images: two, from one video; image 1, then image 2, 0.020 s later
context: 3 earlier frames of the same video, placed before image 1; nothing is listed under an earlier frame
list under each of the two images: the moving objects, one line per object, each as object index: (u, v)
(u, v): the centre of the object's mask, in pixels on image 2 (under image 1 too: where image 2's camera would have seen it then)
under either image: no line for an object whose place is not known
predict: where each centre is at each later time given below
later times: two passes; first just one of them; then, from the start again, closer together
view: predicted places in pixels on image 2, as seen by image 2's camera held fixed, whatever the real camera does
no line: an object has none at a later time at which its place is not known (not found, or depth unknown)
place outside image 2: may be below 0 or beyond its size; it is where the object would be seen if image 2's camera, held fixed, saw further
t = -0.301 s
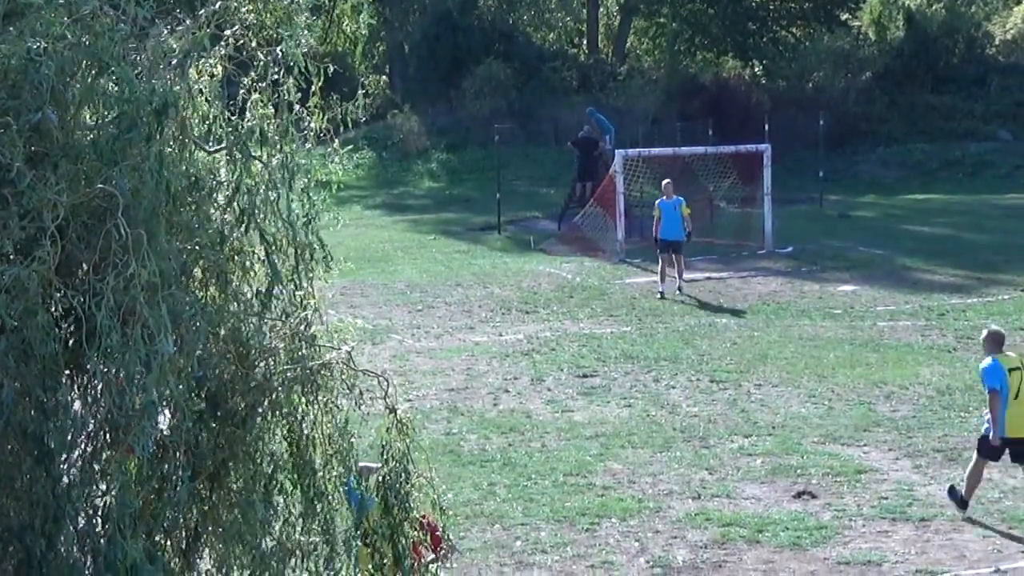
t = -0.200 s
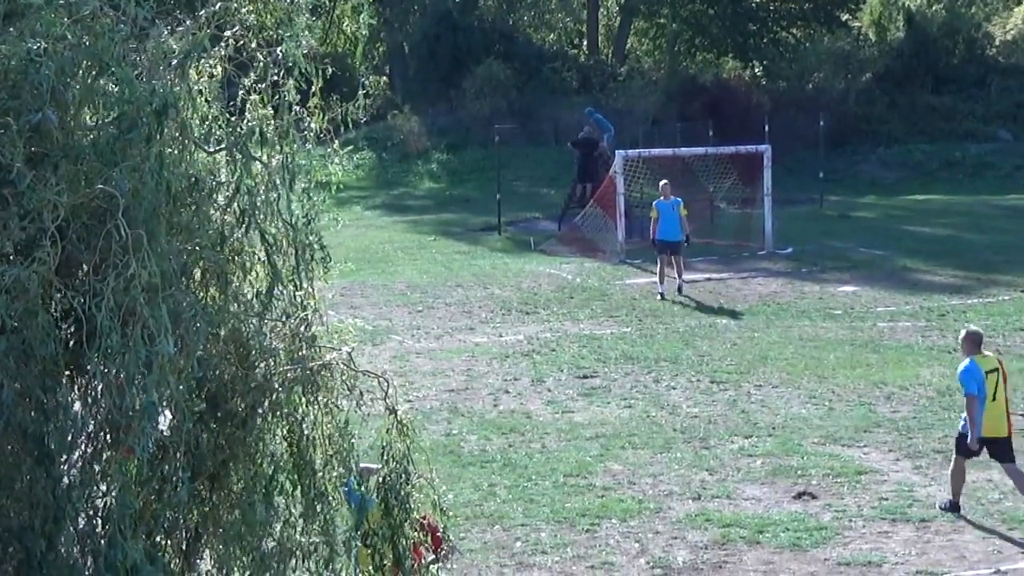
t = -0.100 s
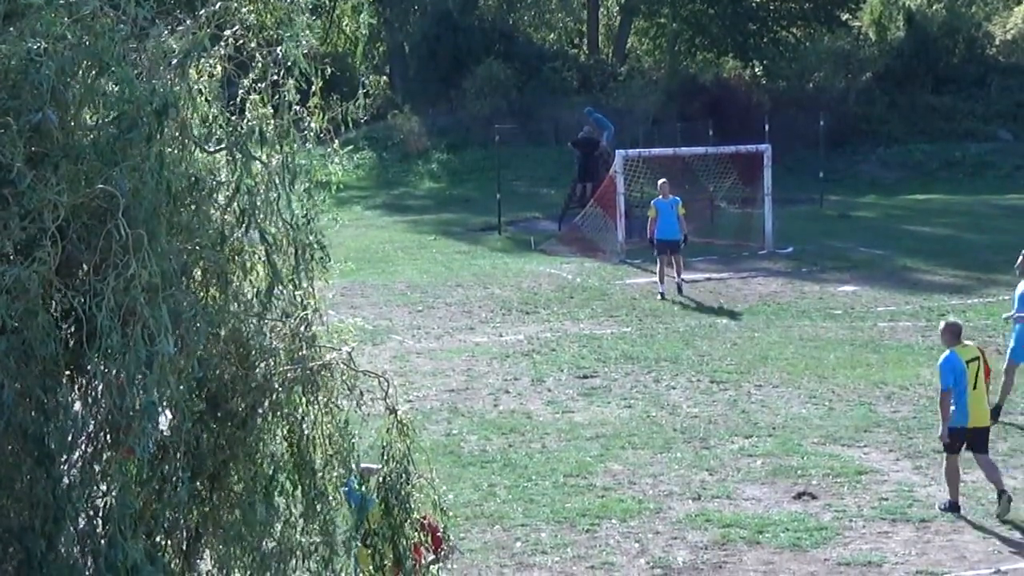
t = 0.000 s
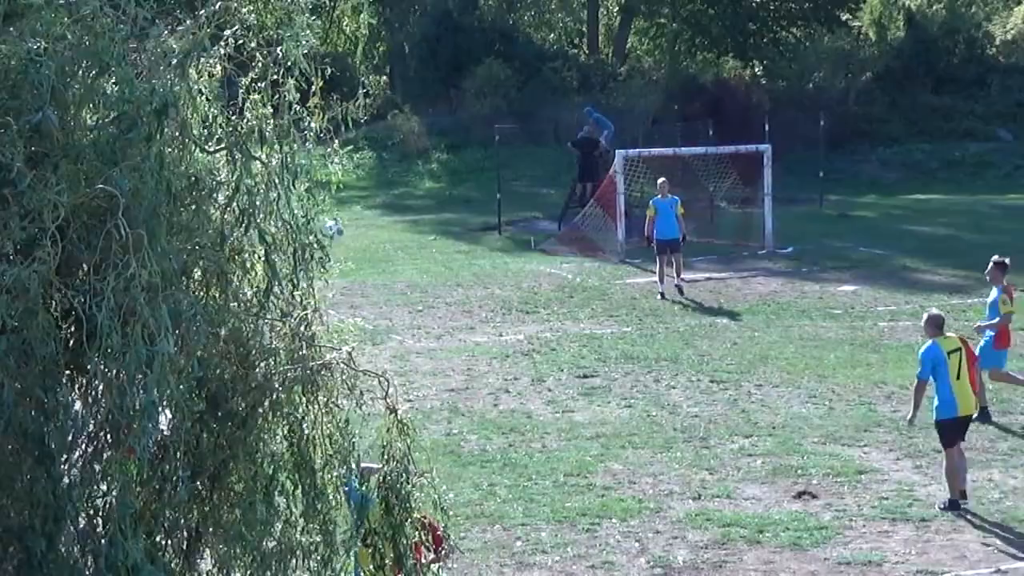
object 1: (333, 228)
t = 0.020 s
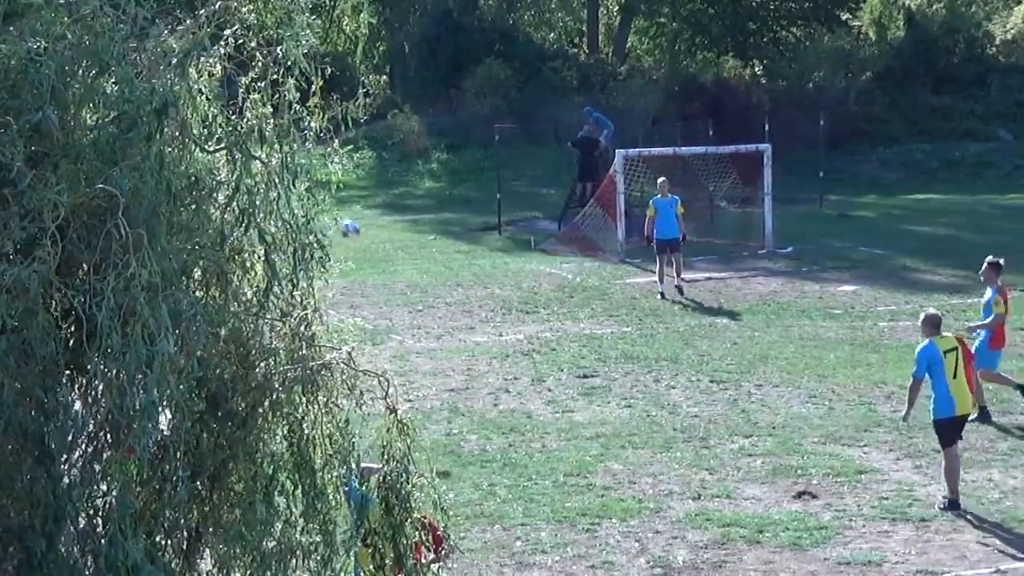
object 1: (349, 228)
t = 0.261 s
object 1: (547, 244)
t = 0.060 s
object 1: (382, 227)
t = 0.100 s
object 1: (415, 228)
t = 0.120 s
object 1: (431, 228)
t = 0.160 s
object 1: (464, 231)
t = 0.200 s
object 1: (497, 234)
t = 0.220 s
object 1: (514, 237)
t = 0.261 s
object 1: (547, 244)
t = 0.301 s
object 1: (580, 250)
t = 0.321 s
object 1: (596, 255)
